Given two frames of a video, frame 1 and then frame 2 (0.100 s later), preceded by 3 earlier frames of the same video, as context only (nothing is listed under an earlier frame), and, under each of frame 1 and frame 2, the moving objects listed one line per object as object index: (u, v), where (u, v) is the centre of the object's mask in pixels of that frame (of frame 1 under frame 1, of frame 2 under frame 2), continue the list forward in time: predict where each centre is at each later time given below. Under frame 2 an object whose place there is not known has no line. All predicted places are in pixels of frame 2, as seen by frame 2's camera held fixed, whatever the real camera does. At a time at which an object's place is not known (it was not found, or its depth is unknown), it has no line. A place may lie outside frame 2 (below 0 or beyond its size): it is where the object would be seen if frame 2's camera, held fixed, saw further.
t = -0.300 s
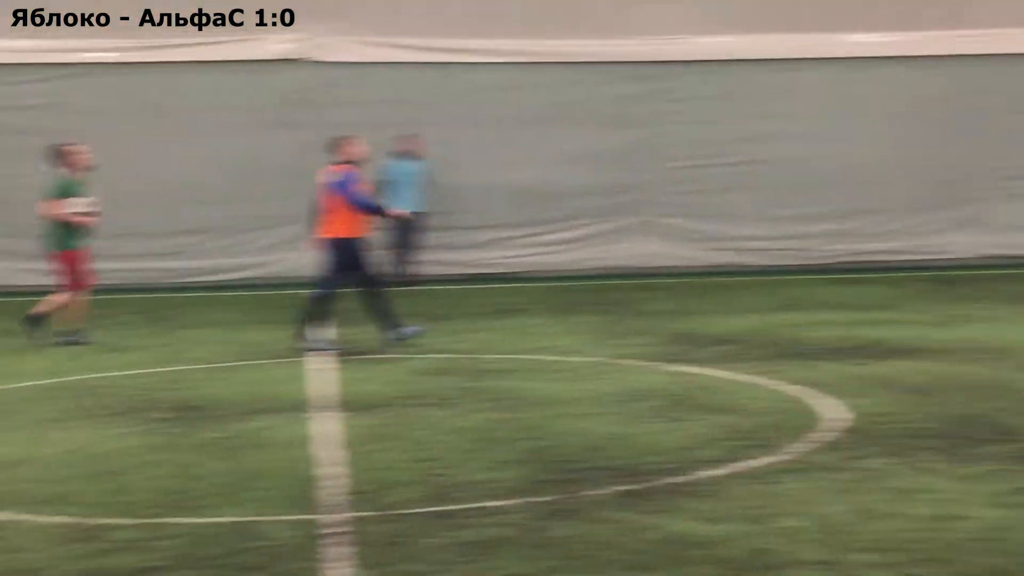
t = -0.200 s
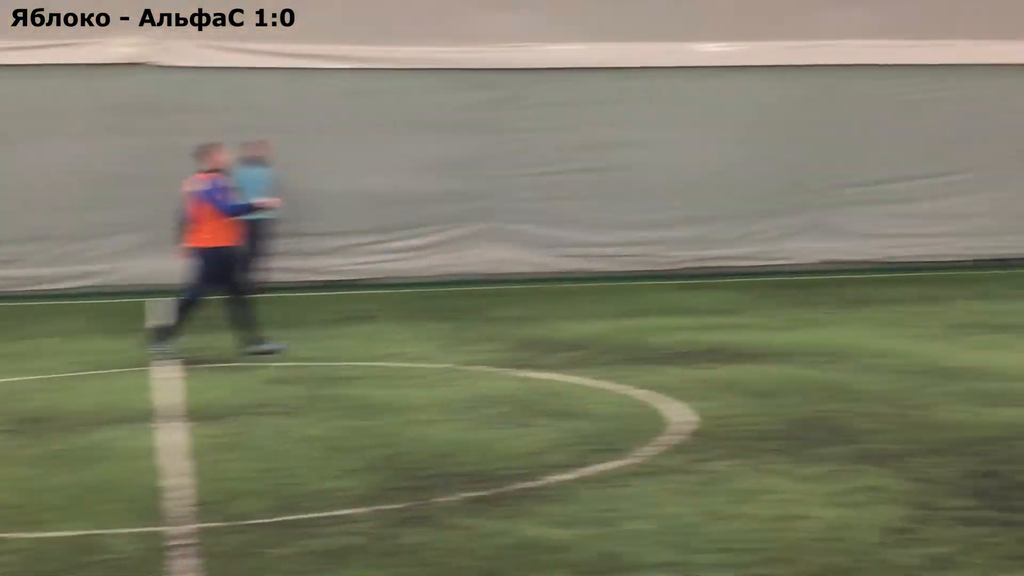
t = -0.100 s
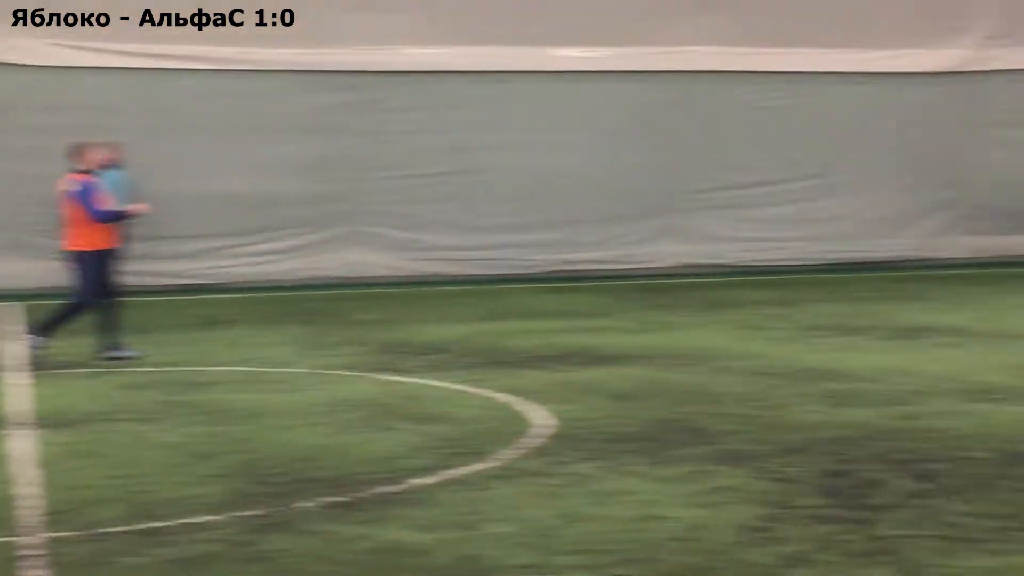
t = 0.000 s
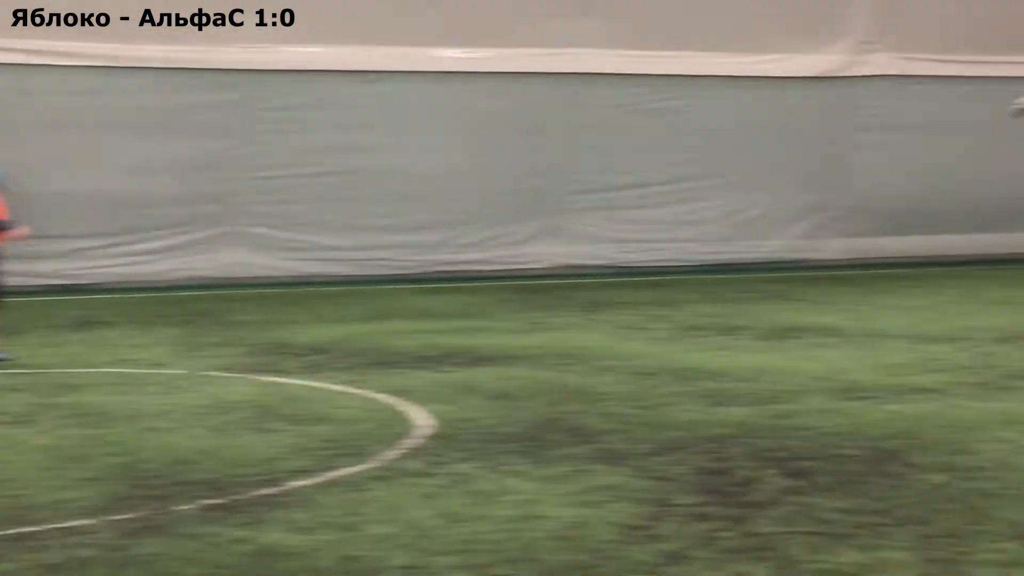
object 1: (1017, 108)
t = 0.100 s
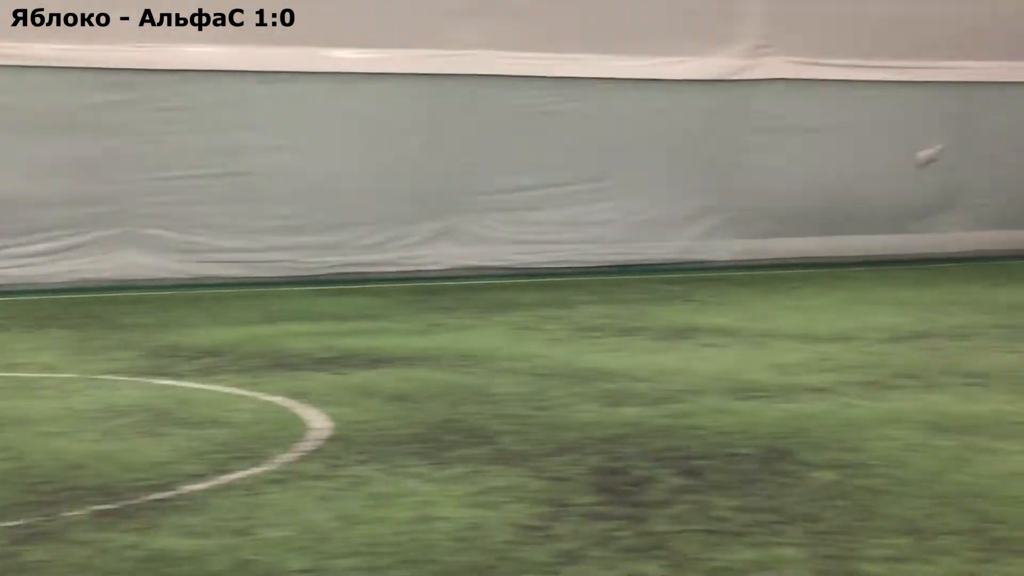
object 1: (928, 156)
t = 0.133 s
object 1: (929, 173)
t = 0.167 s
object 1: (928, 193)
